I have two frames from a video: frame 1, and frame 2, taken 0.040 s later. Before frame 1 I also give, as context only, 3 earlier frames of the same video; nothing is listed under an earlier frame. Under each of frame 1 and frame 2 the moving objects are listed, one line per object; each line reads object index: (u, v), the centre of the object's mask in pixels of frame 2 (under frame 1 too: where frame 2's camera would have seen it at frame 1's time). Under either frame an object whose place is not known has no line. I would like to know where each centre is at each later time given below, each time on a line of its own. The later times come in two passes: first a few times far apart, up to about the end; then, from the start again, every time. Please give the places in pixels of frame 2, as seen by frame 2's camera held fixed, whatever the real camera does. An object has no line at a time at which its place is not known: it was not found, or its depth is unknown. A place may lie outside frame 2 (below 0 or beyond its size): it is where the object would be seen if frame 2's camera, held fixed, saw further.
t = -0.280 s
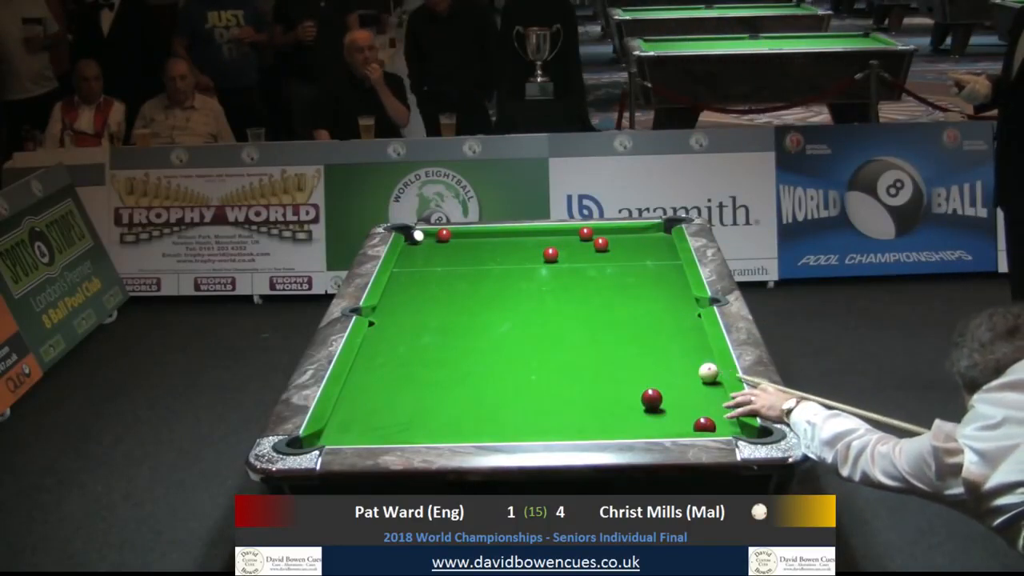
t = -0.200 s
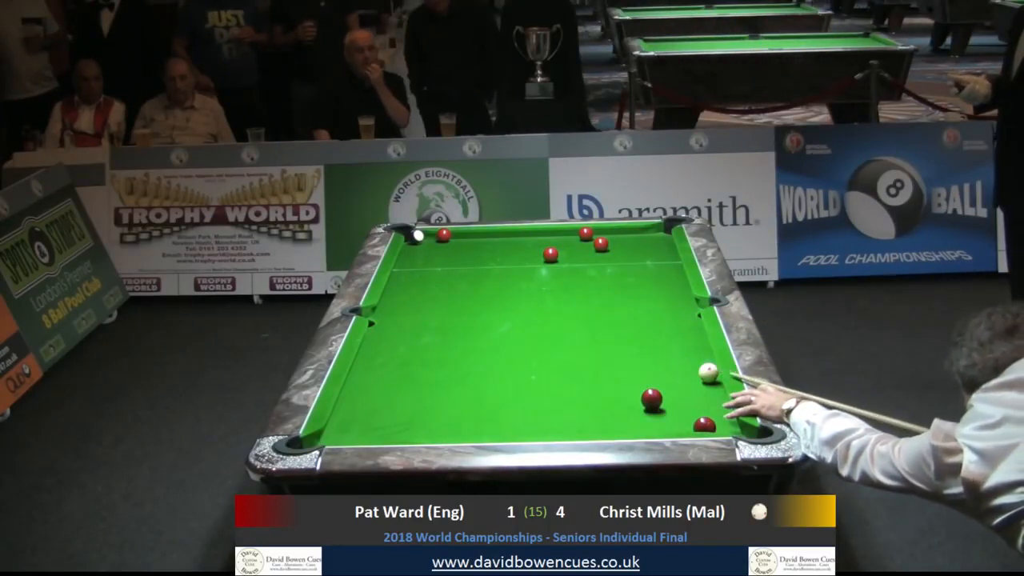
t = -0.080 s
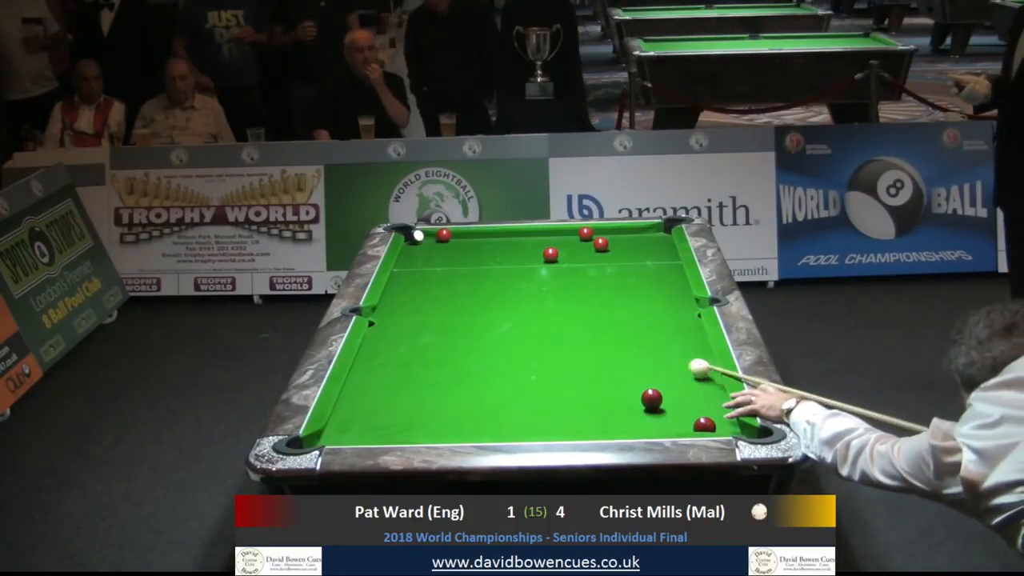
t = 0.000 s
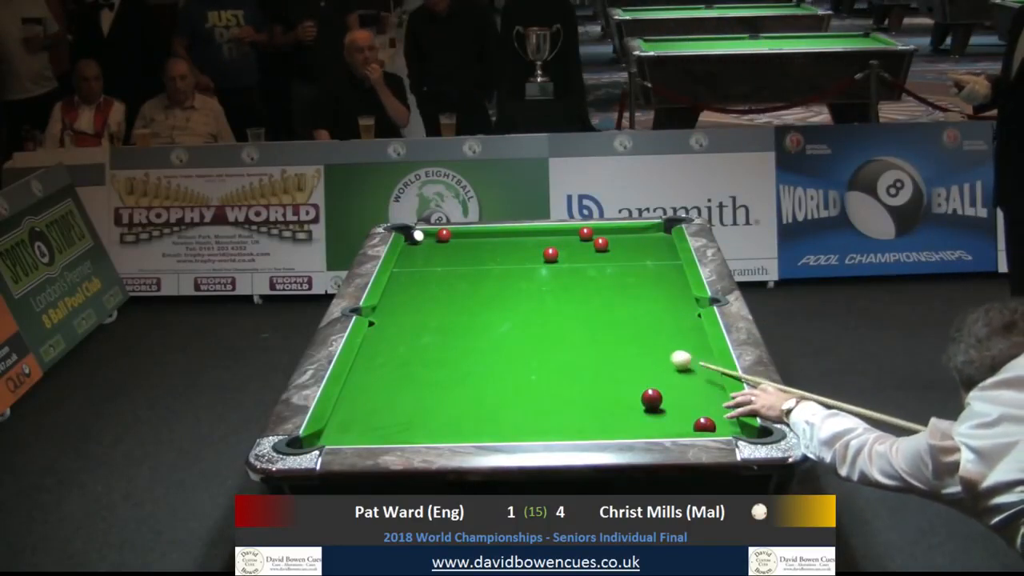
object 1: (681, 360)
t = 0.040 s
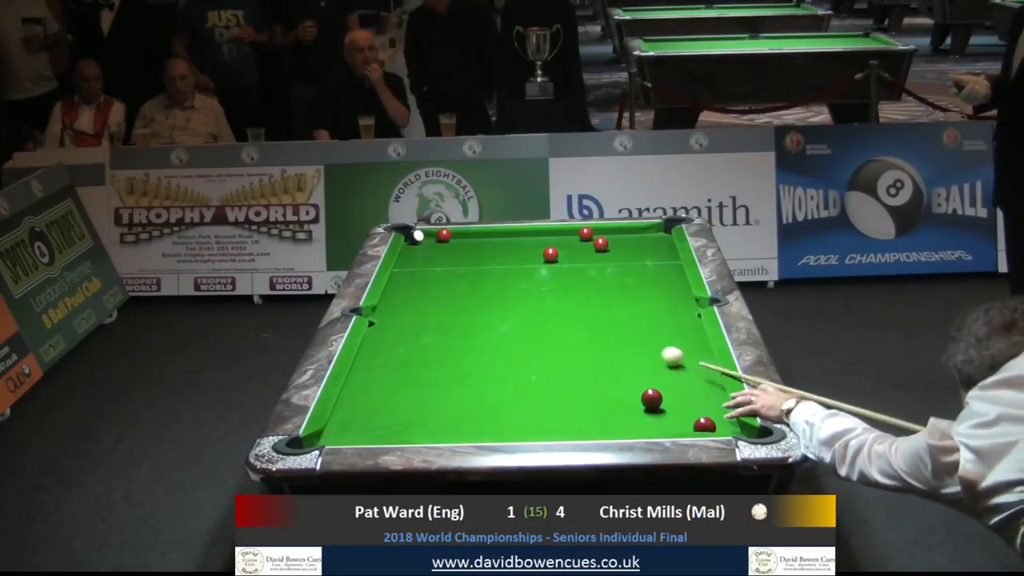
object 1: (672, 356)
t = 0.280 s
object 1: (623, 334)
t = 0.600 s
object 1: (566, 309)
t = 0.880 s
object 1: (523, 290)
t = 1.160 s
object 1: (485, 274)
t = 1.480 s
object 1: (448, 258)
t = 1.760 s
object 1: (419, 245)
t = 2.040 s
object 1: (427, 239)
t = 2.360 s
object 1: (434, 238)
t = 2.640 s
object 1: (435, 238)
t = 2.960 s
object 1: (435, 238)
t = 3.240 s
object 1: (435, 238)
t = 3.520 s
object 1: (435, 238)
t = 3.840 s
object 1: (435, 238)
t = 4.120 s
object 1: (435, 238)
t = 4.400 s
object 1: (435, 238)
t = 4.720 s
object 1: (435, 238)
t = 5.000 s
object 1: (435, 238)
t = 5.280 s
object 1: (435, 238)
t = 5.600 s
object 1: (435, 238)
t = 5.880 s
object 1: (435, 238)
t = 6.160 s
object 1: (435, 238)
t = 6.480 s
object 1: (435, 238)
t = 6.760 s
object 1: (435, 238)
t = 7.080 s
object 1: (435, 238)
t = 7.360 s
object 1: (435, 238)
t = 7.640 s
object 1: (435, 238)
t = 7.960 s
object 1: (435, 238)
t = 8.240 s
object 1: (435, 238)
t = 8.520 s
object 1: (435, 238)
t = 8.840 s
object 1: (435, 238)
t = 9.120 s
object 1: (435, 238)
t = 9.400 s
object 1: (435, 238)
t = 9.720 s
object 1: (435, 238)
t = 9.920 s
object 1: (435, 238)
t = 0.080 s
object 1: (664, 353)
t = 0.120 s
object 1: (655, 349)
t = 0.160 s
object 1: (646, 345)
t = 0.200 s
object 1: (638, 341)
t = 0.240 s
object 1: (630, 338)
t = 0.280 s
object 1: (623, 334)
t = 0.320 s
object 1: (615, 331)
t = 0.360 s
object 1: (607, 328)
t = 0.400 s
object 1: (600, 324)
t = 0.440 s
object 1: (593, 321)
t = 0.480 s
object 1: (586, 318)
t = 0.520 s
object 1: (579, 315)
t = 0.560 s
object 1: (572, 312)
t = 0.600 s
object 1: (566, 309)
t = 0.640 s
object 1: (559, 306)
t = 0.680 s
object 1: (553, 303)
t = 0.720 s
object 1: (547, 301)
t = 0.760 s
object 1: (541, 298)
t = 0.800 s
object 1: (535, 295)
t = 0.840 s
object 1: (528, 293)
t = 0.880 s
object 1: (523, 290)
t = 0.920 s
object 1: (517, 288)
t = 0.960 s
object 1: (511, 285)
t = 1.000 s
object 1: (506, 283)
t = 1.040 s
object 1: (501, 281)
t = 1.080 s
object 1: (495, 278)
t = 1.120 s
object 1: (490, 276)
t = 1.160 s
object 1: (485, 274)
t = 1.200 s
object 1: (480, 272)
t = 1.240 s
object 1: (475, 269)
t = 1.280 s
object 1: (470, 267)
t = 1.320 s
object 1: (466, 265)
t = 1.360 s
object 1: (461, 263)
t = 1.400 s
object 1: (456, 261)
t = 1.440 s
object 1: (452, 259)
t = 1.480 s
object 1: (448, 258)
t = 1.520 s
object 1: (443, 255)
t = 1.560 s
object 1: (439, 254)
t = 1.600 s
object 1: (435, 252)
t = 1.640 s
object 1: (431, 250)
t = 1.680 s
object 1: (426, 248)
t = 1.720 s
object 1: (423, 247)
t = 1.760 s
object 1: (419, 245)
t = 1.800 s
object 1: (415, 243)
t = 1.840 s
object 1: (411, 241)
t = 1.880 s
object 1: (413, 241)
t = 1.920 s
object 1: (417, 240)
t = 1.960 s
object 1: (420, 240)
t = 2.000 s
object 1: (423, 239)
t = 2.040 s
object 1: (427, 239)
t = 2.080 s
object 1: (430, 238)
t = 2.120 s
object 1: (431, 238)
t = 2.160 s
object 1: (432, 238)
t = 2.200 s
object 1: (432, 238)
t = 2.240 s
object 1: (433, 238)
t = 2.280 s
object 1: (433, 238)
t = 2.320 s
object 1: (433, 238)
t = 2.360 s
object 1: (434, 238)
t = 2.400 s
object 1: (434, 238)
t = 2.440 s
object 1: (434, 238)
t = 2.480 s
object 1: (435, 238)
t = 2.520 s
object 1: (435, 238)
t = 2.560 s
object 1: (435, 238)
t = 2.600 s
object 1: (435, 238)
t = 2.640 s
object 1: (435, 238)
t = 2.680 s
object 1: (435, 238)
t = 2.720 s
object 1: (435, 238)
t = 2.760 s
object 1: (435, 238)
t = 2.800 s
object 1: (435, 238)
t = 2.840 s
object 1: (435, 238)
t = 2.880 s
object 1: (435, 238)
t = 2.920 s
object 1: (435, 238)
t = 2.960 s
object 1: (435, 238)
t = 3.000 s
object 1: (435, 238)
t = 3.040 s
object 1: (435, 238)
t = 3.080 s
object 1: (435, 238)
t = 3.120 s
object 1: (435, 238)
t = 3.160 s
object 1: (435, 238)
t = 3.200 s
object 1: (435, 238)
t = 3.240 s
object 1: (435, 238)
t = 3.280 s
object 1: (435, 238)
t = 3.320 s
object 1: (435, 238)
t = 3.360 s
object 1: (435, 238)
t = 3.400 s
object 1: (435, 238)
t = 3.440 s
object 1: (435, 238)
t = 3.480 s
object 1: (435, 238)
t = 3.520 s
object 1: (435, 238)
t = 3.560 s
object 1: (435, 238)
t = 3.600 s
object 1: (435, 238)
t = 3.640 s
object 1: (435, 238)
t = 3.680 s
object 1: (435, 238)
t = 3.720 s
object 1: (435, 238)
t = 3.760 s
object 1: (435, 238)
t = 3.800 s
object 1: (435, 238)
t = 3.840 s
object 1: (435, 238)
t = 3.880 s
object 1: (435, 238)
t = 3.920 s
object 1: (435, 238)
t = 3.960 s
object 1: (435, 238)
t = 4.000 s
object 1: (435, 238)
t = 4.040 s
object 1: (435, 238)
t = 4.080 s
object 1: (435, 238)
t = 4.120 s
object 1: (435, 238)
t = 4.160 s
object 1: (435, 238)
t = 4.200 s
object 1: (435, 238)
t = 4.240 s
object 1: (435, 238)
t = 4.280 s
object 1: (435, 238)
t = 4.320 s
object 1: (435, 238)
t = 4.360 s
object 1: (435, 238)
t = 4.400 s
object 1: (435, 238)
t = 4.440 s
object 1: (435, 238)
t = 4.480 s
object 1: (435, 238)
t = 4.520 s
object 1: (435, 238)
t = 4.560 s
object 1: (435, 238)
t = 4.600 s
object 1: (435, 238)
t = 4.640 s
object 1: (435, 238)
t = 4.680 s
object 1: (435, 238)
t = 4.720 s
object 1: (435, 238)
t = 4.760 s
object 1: (435, 238)
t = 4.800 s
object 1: (435, 238)
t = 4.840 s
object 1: (435, 238)
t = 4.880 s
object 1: (435, 238)
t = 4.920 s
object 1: (435, 238)
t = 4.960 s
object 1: (435, 238)
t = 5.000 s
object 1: (435, 238)
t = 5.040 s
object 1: (435, 238)
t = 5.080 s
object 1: (435, 238)
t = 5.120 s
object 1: (435, 238)
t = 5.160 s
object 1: (435, 238)
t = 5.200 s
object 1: (435, 238)
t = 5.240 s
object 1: (435, 238)
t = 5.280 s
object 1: (435, 238)
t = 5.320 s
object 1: (435, 238)
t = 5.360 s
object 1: (435, 238)
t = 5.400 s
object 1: (435, 238)
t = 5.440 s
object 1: (435, 238)
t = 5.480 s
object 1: (435, 238)
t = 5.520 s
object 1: (435, 238)
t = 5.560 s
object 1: (435, 238)
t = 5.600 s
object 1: (435, 238)
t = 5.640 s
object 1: (435, 238)
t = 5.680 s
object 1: (435, 238)
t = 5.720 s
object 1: (435, 238)
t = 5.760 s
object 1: (435, 238)
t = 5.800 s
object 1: (435, 238)
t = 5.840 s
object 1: (435, 238)
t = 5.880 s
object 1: (435, 238)
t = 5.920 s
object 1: (435, 238)
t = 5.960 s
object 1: (435, 238)
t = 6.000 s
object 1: (435, 238)
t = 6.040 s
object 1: (435, 238)
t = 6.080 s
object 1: (435, 238)
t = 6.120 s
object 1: (435, 238)
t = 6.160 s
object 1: (435, 238)
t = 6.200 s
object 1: (435, 238)
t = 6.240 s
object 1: (435, 238)
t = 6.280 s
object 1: (435, 238)
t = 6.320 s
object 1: (435, 238)
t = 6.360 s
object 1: (435, 238)
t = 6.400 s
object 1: (435, 238)
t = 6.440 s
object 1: (435, 238)
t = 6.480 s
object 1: (435, 238)
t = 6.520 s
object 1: (435, 238)
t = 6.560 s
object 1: (435, 238)
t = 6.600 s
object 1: (435, 238)
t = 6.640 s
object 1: (435, 238)
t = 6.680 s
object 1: (435, 238)
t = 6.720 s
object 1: (435, 238)
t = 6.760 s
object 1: (435, 238)
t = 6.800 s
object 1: (435, 238)
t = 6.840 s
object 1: (435, 238)
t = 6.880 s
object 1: (435, 238)
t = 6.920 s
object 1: (435, 238)
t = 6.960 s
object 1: (435, 238)
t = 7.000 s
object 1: (435, 238)
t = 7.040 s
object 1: (435, 238)
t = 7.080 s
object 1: (435, 238)
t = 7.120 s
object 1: (435, 238)
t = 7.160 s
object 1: (435, 238)
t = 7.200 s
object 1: (435, 238)
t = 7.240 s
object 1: (435, 238)
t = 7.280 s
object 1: (435, 238)
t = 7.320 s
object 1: (435, 238)
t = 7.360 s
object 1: (435, 238)
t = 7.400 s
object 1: (435, 238)
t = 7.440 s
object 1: (435, 238)
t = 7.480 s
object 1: (435, 238)
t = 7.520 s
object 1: (435, 238)
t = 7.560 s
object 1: (435, 238)
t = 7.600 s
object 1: (435, 238)
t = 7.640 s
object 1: (435, 238)
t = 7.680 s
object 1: (435, 238)
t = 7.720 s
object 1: (435, 238)
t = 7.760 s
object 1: (435, 238)
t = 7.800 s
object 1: (435, 238)
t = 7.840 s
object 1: (435, 238)
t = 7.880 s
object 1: (435, 238)
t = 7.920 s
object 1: (435, 238)
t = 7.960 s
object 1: (435, 238)
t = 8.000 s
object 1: (435, 238)
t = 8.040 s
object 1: (435, 238)
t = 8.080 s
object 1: (435, 238)
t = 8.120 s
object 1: (435, 238)
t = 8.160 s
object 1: (435, 238)
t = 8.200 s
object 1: (435, 238)
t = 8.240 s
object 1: (435, 238)
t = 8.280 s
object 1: (435, 238)
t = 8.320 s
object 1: (435, 238)
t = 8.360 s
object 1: (435, 238)
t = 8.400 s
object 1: (435, 238)
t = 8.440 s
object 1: (435, 238)
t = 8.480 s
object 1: (435, 238)
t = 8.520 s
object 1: (435, 238)
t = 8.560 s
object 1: (435, 238)
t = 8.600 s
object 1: (435, 238)
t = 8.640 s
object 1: (435, 238)
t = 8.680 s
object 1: (435, 238)
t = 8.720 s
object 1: (435, 238)
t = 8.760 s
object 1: (435, 238)
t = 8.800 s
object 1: (435, 238)
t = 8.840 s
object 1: (435, 238)
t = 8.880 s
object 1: (435, 238)
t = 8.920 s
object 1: (435, 238)
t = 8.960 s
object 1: (435, 238)
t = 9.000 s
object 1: (435, 238)
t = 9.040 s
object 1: (435, 238)
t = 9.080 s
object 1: (435, 238)
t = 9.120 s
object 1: (435, 238)
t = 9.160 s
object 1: (435, 238)
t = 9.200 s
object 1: (435, 238)
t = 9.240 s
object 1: (435, 238)
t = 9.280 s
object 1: (435, 238)
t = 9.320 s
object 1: (435, 238)
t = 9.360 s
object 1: (435, 238)
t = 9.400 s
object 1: (435, 238)
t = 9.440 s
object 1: (435, 238)
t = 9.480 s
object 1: (435, 238)
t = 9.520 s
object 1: (435, 238)
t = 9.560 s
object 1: (435, 238)
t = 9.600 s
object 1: (435, 238)
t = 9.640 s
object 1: (435, 238)
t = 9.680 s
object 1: (435, 238)
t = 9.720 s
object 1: (435, 238)
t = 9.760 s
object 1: (435, 238)
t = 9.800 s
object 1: (435, 238)
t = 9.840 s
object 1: (435, 238)
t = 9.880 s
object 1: (435, 238)
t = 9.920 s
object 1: (435, 238)
